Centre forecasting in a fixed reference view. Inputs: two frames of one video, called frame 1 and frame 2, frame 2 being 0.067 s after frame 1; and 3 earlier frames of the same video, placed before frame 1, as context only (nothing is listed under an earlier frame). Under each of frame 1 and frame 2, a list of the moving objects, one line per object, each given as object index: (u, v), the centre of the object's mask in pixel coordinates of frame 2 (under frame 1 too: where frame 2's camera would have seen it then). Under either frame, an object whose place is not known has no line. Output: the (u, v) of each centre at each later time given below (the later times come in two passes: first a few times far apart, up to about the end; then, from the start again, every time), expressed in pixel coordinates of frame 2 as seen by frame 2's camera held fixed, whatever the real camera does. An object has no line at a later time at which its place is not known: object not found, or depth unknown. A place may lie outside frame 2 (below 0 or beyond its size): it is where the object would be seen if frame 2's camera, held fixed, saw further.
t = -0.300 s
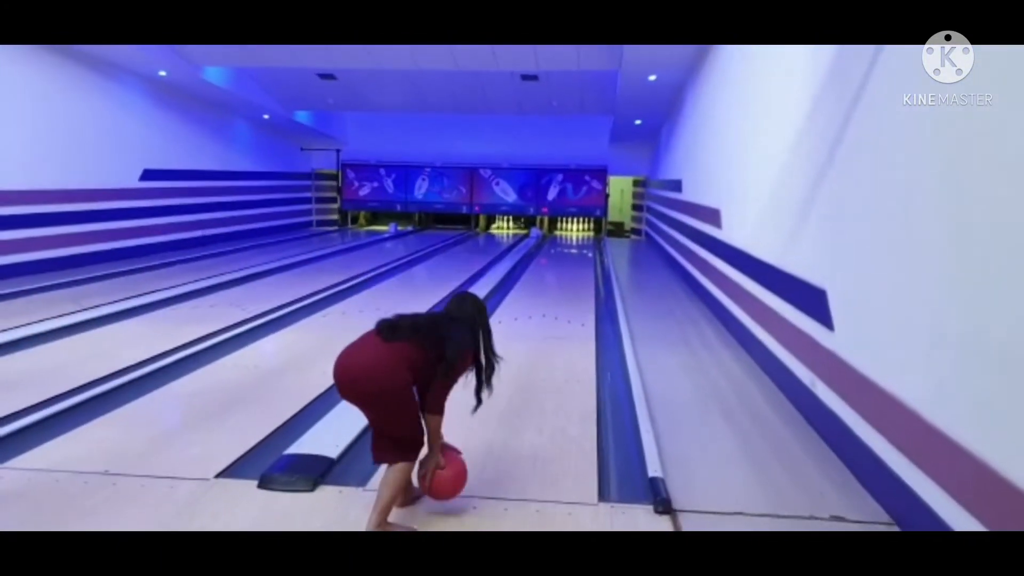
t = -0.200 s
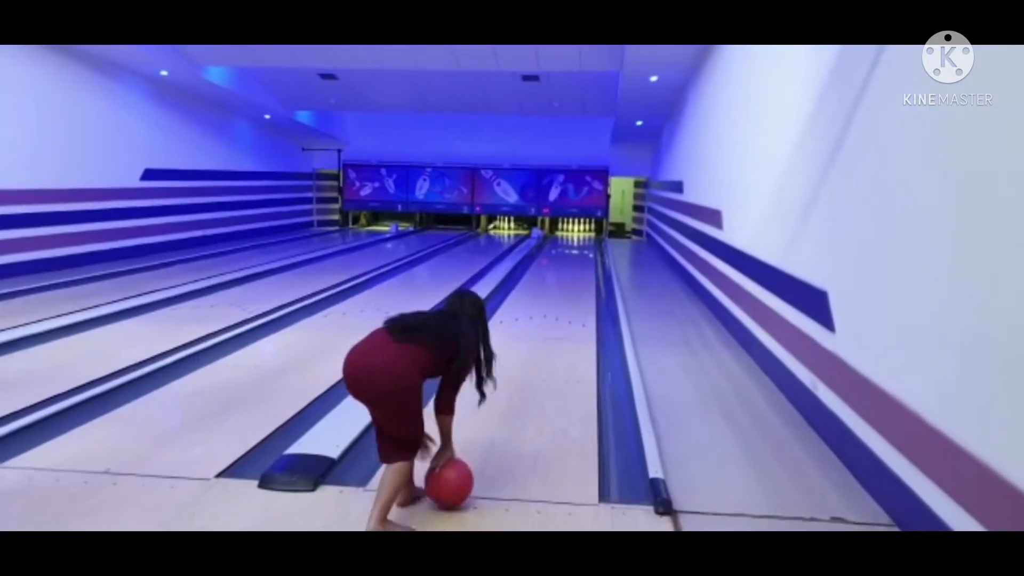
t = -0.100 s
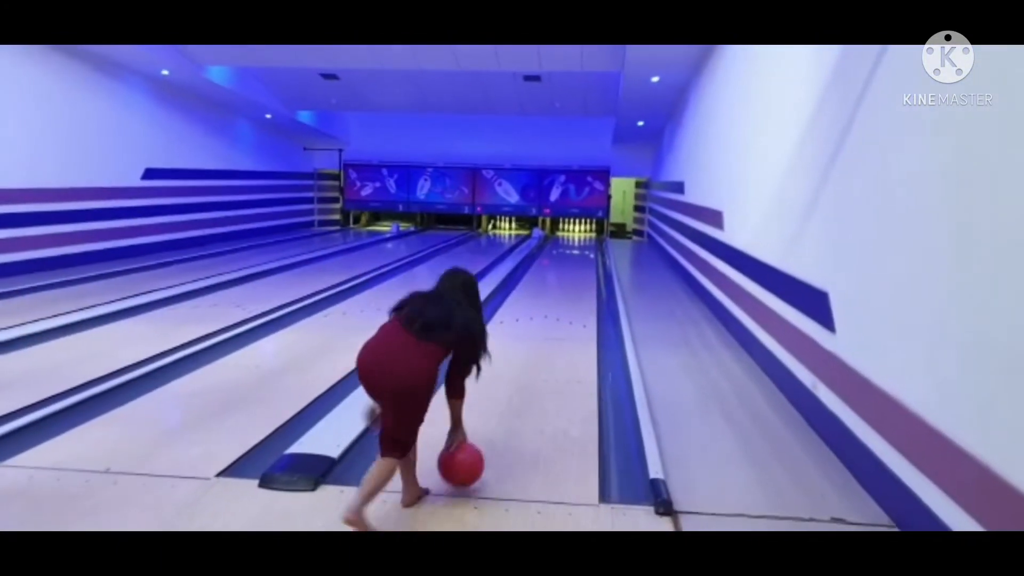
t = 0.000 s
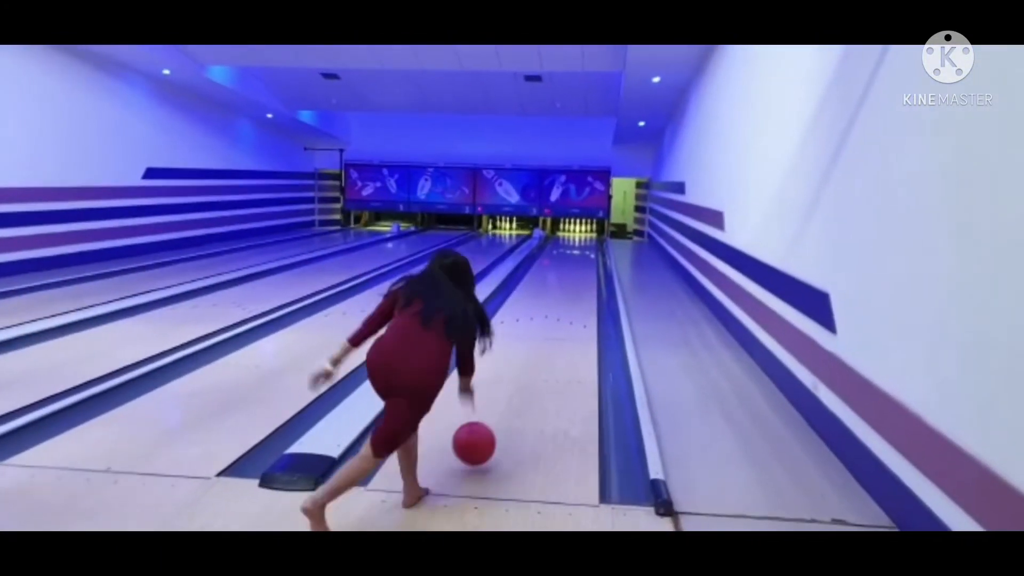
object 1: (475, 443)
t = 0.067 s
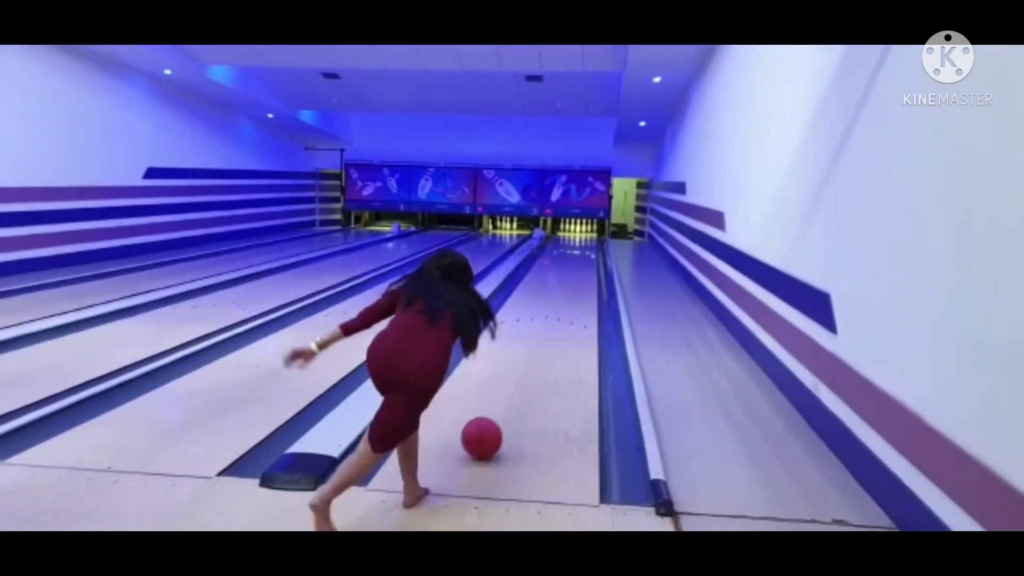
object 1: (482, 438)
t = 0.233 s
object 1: (499, 413)
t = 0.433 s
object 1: (516, 392)
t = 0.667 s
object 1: (533, 372)
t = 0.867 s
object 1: (544, 358)
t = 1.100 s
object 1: (554, 344)
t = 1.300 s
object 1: (562, 334)
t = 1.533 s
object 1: (570, 323)
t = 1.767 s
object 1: (576, 314)
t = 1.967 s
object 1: (580, 307)
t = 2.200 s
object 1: (583, 301)
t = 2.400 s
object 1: (586, 295)
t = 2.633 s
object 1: (589, 290)
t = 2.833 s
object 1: (590, 286)
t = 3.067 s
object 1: (591, 281)
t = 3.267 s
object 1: (592, 278)
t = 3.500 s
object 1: (593, 273)
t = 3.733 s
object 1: (593, 269)
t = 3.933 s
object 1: (593, 266)
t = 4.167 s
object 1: (593, 263)
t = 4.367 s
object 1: (592, 260)
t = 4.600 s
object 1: (592, 259)
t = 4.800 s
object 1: (592, 255)
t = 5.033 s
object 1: (591, 253)
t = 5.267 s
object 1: (590, 251)
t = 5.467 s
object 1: (589, 250)
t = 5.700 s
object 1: (588, 248)
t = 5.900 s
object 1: (588, 247)
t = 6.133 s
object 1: (587, 245)
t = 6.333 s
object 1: (587, 242)
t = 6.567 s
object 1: (586, 241)
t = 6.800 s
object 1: (585, 241)
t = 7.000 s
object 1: (584, 240)
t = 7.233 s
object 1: (584, 238)
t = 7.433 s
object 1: (583, 237)
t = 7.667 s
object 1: (583, 237)
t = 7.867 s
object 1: (580, 235)
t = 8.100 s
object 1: (580, 236)
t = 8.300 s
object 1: (580, 233)
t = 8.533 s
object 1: (580, 232)
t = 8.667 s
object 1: (580, 231)
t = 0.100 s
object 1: (486, 432)
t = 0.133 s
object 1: (489, 427)
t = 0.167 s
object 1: (493, 422)
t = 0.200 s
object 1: (496, 418)
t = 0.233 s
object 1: (499, 413)
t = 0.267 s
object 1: (502, 409)
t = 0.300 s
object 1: (505, 405)
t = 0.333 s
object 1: (508, 402)
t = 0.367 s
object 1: (511, 398)
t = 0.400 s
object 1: (514, 395)
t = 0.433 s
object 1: (516, 392)
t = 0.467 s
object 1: (519, 389)
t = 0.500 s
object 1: (521, 386)
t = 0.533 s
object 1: (524, 383)
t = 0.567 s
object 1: (526, 380)
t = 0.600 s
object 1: (528, 377)
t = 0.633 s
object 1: (530, 375)
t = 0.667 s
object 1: (533, 372)
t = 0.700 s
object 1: (535, 370)
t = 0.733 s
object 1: (537, 367)
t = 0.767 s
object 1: (538, 365)
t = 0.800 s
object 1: (540, 363)
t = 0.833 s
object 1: (542, 360)
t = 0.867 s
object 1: (544, 358)
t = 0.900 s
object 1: (545, 356)
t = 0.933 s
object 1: (547, 354)
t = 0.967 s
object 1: (549, 352)
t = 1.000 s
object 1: (550, 350)
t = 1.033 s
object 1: (552, 348)
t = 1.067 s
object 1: (553, 346)
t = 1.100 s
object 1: (554, 344)
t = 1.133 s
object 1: (556, 342)
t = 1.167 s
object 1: (557, 340)
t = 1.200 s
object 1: (558, 338)
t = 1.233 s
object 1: (560, 337)
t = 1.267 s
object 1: (561, 335)
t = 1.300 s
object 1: (562, 334)
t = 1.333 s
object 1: (563, 332)
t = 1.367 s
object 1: (564, 330)
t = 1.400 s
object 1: (566, 329)
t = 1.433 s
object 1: (567, 328)
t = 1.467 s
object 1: (568, 326)
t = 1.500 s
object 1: (569, 324)
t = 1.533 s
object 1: (570, 323)
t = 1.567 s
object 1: (570, 322)
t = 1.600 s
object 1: (571, 321)
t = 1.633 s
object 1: (572, 319)
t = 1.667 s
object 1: (573, 318)
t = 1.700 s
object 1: (574, 317)
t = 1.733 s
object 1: (575, 315)
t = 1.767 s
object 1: (576, 314)
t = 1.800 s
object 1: (576, 313)
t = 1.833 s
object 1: (577, 312)
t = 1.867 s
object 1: (578, 311)
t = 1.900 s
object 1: (578, 310)
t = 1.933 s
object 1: (579, 308)
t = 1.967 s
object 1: (580, 307)
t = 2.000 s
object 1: (580, 306)
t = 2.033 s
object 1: (581, 305)
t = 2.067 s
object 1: (581, 304)
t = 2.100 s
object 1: (582, 303)
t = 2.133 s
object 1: (583, 302)
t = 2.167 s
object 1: (583, 301)
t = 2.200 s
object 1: (583, 301)
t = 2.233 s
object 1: (584, 300)
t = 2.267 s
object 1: (585, 299)
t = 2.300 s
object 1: (585, 298)
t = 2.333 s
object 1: (585, 297)
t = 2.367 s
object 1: (586, 296)
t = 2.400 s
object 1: (586, 295)
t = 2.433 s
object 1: (586, 294)
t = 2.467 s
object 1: (587, 293)
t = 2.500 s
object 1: (587, 293)
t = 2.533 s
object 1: (588, 292)
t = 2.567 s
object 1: (588, 291)
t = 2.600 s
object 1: (588, 290)
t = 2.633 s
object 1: (589, 290)
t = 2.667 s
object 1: (589, 289)
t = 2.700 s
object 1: (589, 288)
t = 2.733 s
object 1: (589, 288)
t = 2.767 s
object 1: (590, 287)
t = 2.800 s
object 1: (590, 286)
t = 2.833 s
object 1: (590, 286)
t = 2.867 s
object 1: (590, 285)
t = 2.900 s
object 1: (591, 284)
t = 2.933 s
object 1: (591, 283)
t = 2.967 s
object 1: (591, 283)
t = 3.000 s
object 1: (591, 282)
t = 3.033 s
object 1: (591, 281)
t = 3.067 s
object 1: (591, 281)
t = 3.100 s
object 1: (592, 280)
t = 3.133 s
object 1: (592, 279)
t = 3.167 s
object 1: (592, 279)
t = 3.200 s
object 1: (592, 278)
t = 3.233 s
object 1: (592, 278)
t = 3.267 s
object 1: (592, 278)
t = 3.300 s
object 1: (592, 277)
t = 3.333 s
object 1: (592, 276)
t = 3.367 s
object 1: (593, 276)
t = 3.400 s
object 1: (593, 276)
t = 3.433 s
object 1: (593, 274)
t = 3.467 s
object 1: (593, 273)
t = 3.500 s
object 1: (593, 273)
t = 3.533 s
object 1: (593, 273)
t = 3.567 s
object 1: (593, 272)
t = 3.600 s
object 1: (593, 272)
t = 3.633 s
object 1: (593, 271)
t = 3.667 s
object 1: (593, 270)
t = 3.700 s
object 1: (593, 269)
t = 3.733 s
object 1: (593, 269)
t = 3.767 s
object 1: (593, 269)
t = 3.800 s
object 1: (593, 268)
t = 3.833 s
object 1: (593, 268)
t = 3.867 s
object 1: (593, 267)
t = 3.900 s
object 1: (593, 267)
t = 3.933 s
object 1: (593, 266)
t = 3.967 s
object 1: (593, 266)
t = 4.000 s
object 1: (592, 265)
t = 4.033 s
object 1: (592, 265)
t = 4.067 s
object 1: (593, 264)
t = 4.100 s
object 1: (593, 265)
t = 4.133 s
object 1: (592, 264)
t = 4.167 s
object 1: (593, 263)
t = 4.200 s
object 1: (593, 263)
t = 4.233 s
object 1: (593, 262)
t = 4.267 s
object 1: (593, 262)
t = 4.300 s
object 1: (593, 261)
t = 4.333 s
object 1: (592, 261)
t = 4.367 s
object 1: (592, 260)
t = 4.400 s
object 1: (593, 260)
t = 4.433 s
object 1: (593, 260)
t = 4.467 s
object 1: (593, 260)
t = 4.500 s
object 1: (592, 259)
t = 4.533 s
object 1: (592, 259)
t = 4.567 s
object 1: (592, 259)
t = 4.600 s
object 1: (592, 259)
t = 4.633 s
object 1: (592, 258)
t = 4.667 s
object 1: (592, 257)
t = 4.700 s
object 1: (592, 257)
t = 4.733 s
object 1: (592, 257)
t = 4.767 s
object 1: (593, 256)
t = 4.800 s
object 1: (592, 255)
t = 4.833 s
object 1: (592, 256)
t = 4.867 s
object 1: (592, 255)
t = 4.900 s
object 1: (592, 255)
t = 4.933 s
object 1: (592, 255)
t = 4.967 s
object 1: (591, 254)
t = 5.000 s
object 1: (592, 253)
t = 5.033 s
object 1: (591, 253)
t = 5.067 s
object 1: (591, 253)
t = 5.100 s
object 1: (591, 253)
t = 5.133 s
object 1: (591, 253)
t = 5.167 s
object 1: (590, 252)
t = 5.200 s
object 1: (591, 252)
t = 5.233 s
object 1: (591, 252)
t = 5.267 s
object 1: (590, 251)
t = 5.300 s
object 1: (590, 251)
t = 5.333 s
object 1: (591, 251)
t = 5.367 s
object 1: (590, 251)
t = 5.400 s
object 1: (590, 250)
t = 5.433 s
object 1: (590, 250)
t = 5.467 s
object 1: (589, 250)
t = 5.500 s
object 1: (589, 250)
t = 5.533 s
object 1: (589, 249)
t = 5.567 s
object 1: (589, 249)
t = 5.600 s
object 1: (589, 249)
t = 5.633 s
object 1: (589, 248)
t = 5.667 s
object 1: (588, 248)
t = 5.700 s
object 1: (588, 248)
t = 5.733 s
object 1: (588, 248)
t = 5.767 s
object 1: (588, 248)
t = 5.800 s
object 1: (587, 247)
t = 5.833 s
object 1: (588, 247)
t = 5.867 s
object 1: (588, 247)
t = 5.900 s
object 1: (588, 247)
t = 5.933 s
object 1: (587, 246)
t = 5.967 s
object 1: (588, 245)
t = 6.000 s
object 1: (587, 245)
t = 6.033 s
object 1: (588, 245)
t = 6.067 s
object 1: (588, 245)
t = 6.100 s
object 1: (588, 245)
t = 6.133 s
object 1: (587, 245)
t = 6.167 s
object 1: (587, 244)
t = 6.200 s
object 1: (586, 244)
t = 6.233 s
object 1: (586, 243)
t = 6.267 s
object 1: (587, 243)
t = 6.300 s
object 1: (587, 243)
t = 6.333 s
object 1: (587, 242)
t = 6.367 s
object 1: (587, 242)
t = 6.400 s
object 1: (587, 242)
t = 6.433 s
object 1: (587, 242)
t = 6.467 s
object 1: (587, 242)
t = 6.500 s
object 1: (587, 242)
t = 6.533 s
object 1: (587, 242)
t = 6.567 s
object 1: (586, 241)
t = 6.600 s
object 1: (586, 241)
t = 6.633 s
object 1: (586, 241)
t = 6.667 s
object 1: (585, 241)
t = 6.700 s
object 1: (586, 241)
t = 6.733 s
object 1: (586, 241)
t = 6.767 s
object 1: (586, 241)
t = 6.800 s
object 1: (585, 241)
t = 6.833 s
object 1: (585, 241)
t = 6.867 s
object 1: (585, 240)
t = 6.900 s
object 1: (585, 240)
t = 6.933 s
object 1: (585, 240)
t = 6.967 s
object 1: (585, 240)
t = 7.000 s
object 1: (584, 240)
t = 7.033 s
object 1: (584, 240)
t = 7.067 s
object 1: (585, 239)
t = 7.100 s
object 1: (585, 239)
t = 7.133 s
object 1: (584, 239)
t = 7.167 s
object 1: (584, 239)
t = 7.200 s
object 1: (584, 239)
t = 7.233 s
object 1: (584, 238)
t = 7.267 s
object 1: (584, 238)
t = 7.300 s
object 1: (584, 238)
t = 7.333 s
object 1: (584, 238)
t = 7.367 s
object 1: (584, 238)
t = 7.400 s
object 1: (583, 238)
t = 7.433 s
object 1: (583, 237)
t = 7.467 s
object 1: (583, 237)
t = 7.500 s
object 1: (583, 237)
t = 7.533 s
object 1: (583, 238)
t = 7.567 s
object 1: (583, 236)
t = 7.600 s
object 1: (582, 236)
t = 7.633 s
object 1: (582, 237)
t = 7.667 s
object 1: (583, 237)
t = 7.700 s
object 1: (582, 236)
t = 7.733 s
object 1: (581, 236)
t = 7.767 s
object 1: (581, 236)
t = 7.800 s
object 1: (581, 235)
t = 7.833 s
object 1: (581, 235)
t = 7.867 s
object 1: (580, 235)
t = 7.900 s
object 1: (580, 235)
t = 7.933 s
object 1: (580, 235)
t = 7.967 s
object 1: (579, 235)
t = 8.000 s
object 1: (579, 234)
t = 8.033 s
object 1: (579, 234)
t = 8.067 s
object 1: (579, 235)
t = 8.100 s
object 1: (580, 236)
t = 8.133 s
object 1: (580, 235)
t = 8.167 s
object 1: (580, 235)
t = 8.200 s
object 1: (580, 235)
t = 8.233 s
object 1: (580, 233)
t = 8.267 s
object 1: (580, 233)
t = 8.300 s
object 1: (580, 233)
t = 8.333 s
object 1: (580, 233)
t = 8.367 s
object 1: (579, 232)
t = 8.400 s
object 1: (580, 232)
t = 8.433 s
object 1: (580, 232)
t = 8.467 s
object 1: (580, 232)
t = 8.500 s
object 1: (579, 232)
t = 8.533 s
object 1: (580, 232)
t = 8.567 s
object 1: (578, 231)
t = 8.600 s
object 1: (579, 231)
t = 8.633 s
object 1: (580, 231)
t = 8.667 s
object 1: (580, 231)
